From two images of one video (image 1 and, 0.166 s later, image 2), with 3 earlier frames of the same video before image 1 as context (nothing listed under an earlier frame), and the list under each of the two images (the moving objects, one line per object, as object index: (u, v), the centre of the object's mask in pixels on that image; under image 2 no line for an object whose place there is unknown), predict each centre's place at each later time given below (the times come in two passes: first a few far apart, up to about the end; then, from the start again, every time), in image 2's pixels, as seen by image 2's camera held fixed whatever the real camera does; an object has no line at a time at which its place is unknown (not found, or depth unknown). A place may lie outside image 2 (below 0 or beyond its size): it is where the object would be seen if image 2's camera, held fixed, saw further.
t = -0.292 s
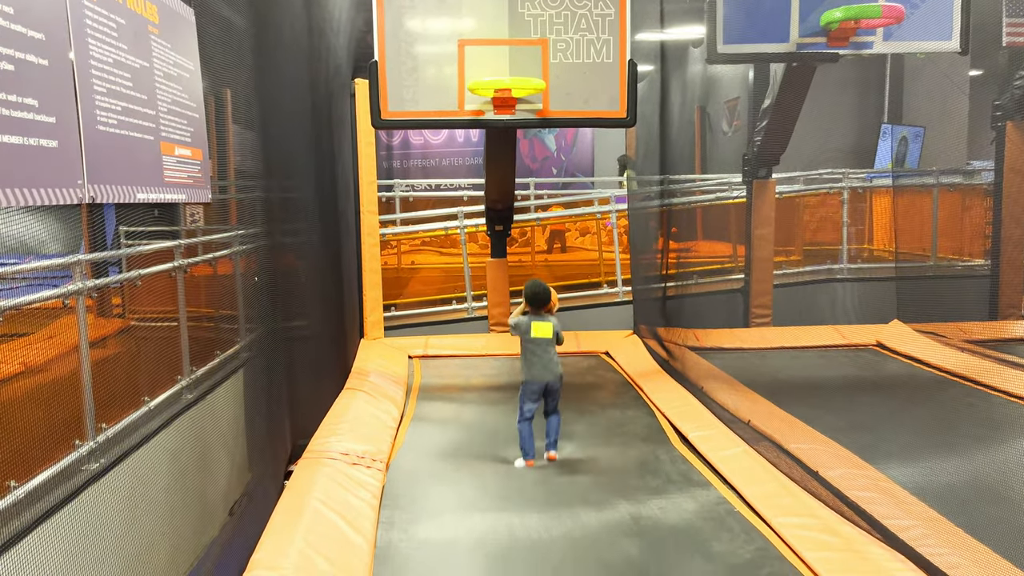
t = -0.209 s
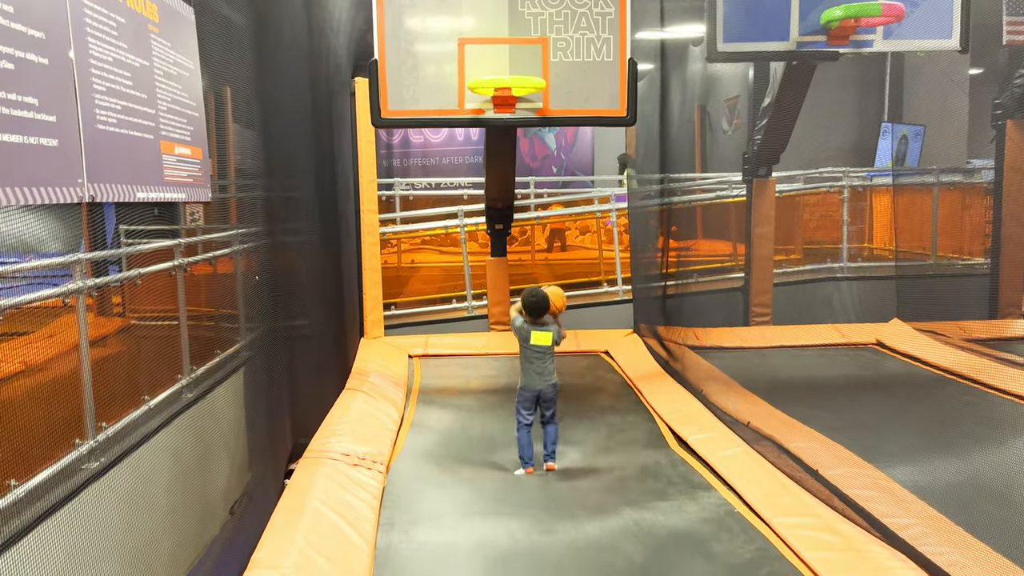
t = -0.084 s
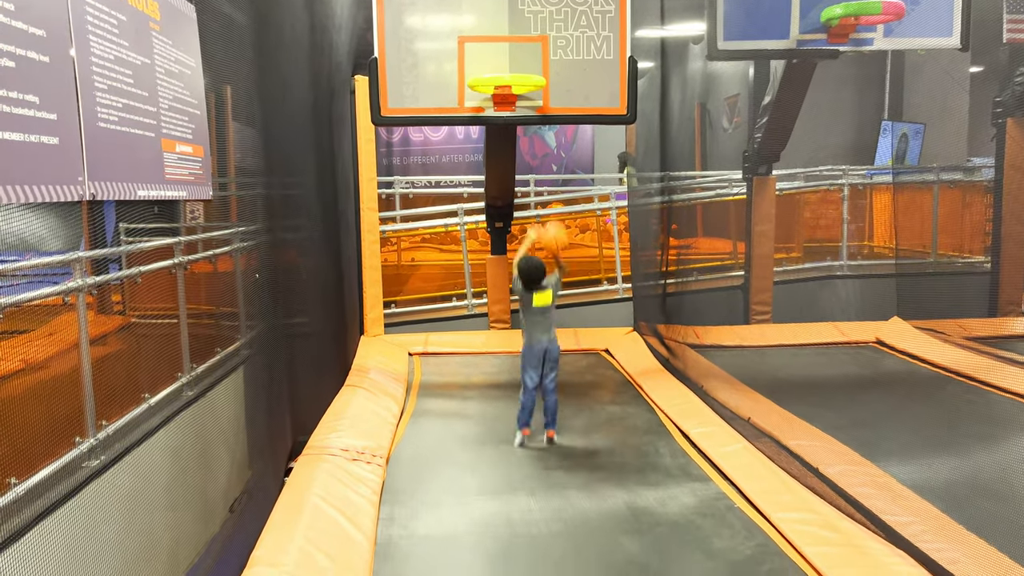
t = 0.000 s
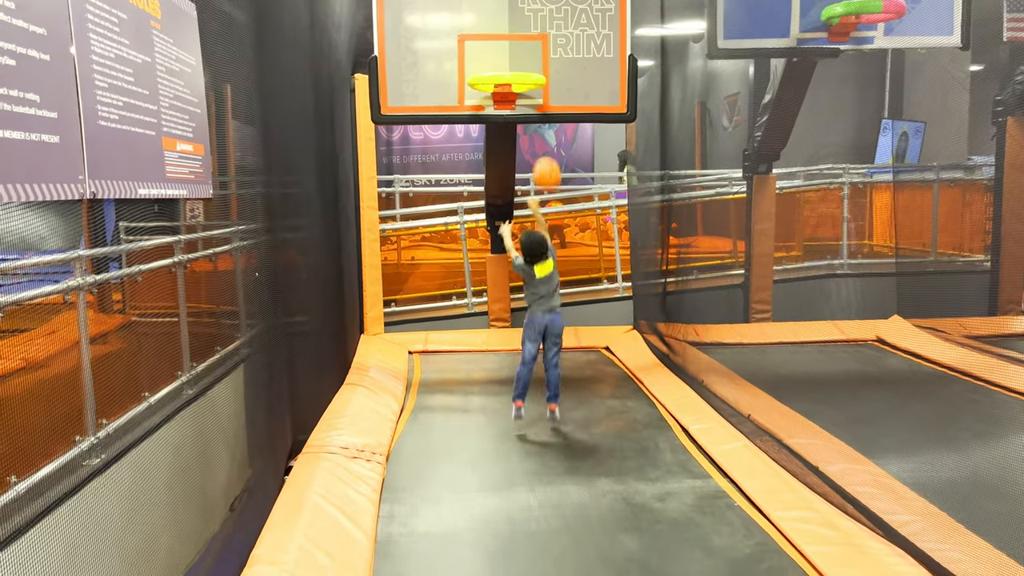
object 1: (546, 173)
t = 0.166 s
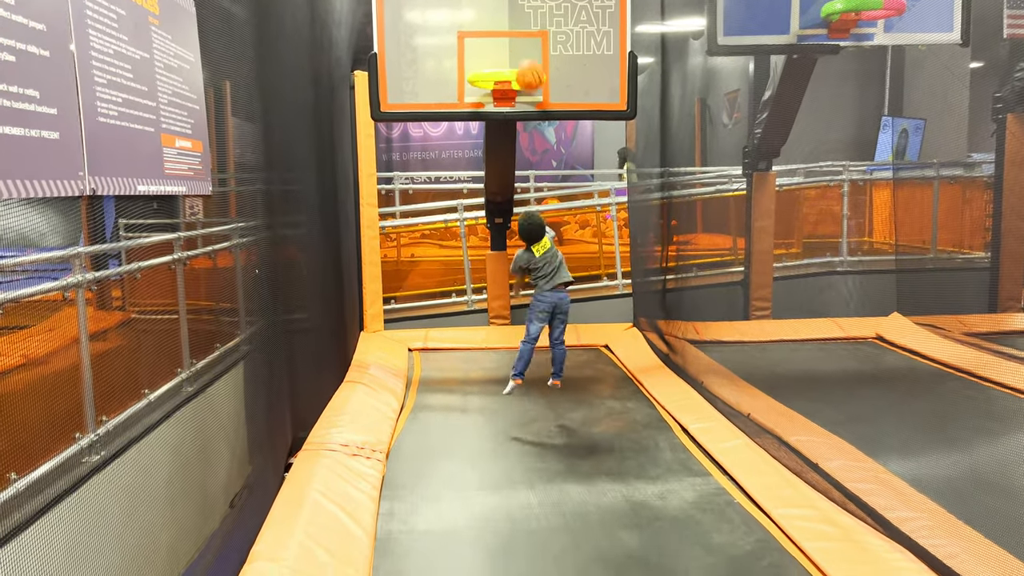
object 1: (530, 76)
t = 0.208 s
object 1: (525, 58)
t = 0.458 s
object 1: (500, 27)
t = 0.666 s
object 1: (478, 95)
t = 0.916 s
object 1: (455, 296)
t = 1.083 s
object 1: (442, 465)
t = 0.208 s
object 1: (525, 58)
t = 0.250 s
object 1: (521, 45)
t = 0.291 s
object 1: (517, 36)
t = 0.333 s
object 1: (512, 29)
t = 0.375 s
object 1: (508, 25)
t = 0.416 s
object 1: (504, 24)
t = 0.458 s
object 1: (500, 27)
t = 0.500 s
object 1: (496, 34)
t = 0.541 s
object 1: (491, 44)
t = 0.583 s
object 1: (487, 58)
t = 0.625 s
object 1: (482, 75)
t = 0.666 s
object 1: (478, 95)
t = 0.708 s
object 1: (475, 119)
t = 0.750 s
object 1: (471, 147)
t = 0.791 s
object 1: (467, 180)
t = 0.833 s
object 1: (463, 213)
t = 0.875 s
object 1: (459, 253)
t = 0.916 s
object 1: (455, 296)
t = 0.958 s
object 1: (452, 341)
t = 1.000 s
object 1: (448, 391)
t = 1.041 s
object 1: (444, 445)
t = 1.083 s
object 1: (442, 465)
